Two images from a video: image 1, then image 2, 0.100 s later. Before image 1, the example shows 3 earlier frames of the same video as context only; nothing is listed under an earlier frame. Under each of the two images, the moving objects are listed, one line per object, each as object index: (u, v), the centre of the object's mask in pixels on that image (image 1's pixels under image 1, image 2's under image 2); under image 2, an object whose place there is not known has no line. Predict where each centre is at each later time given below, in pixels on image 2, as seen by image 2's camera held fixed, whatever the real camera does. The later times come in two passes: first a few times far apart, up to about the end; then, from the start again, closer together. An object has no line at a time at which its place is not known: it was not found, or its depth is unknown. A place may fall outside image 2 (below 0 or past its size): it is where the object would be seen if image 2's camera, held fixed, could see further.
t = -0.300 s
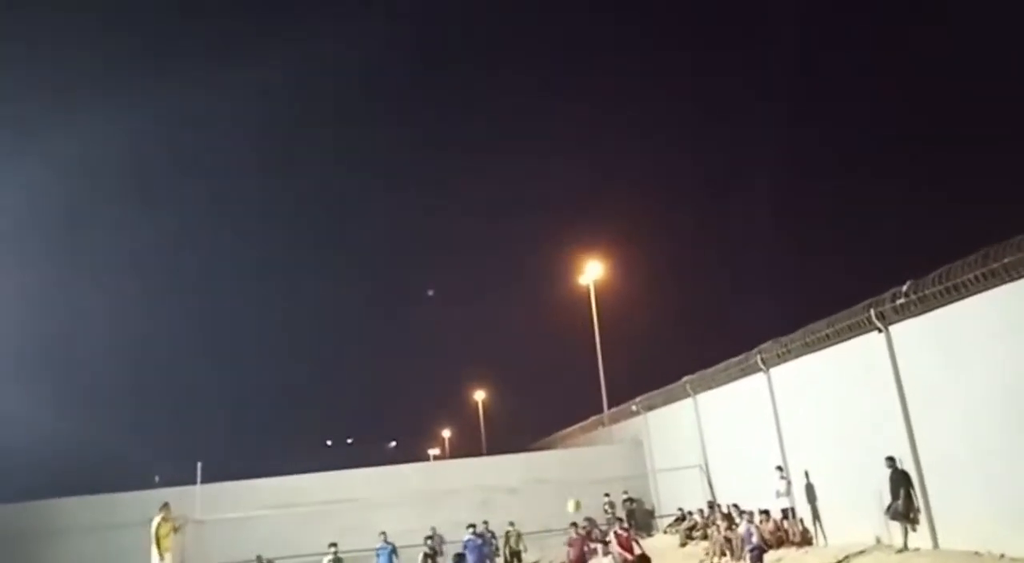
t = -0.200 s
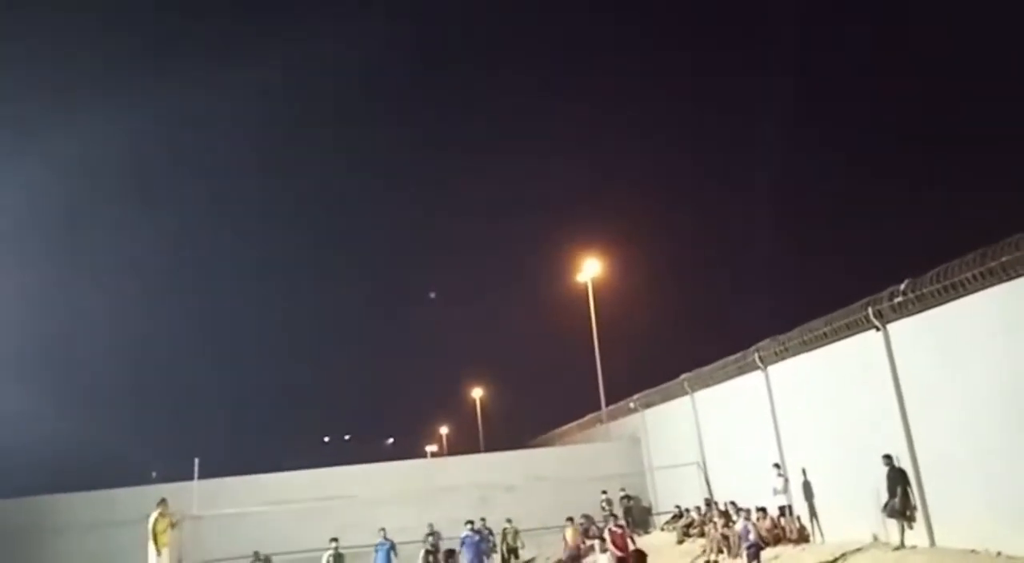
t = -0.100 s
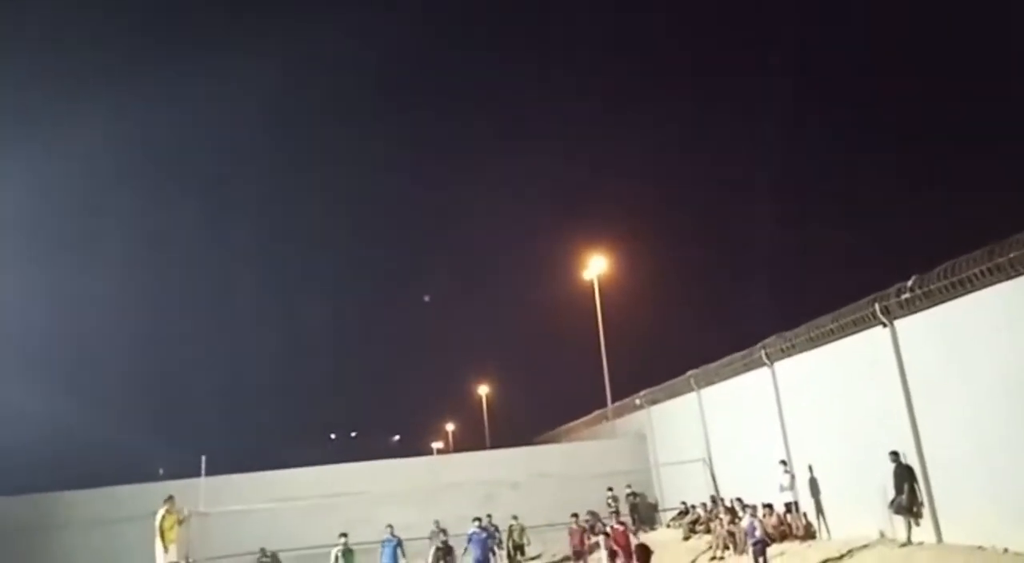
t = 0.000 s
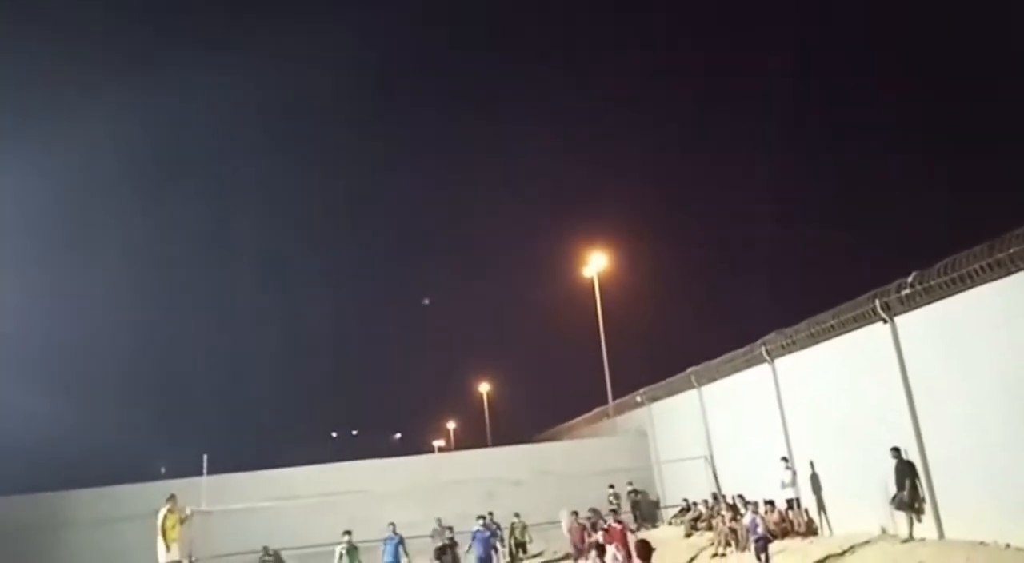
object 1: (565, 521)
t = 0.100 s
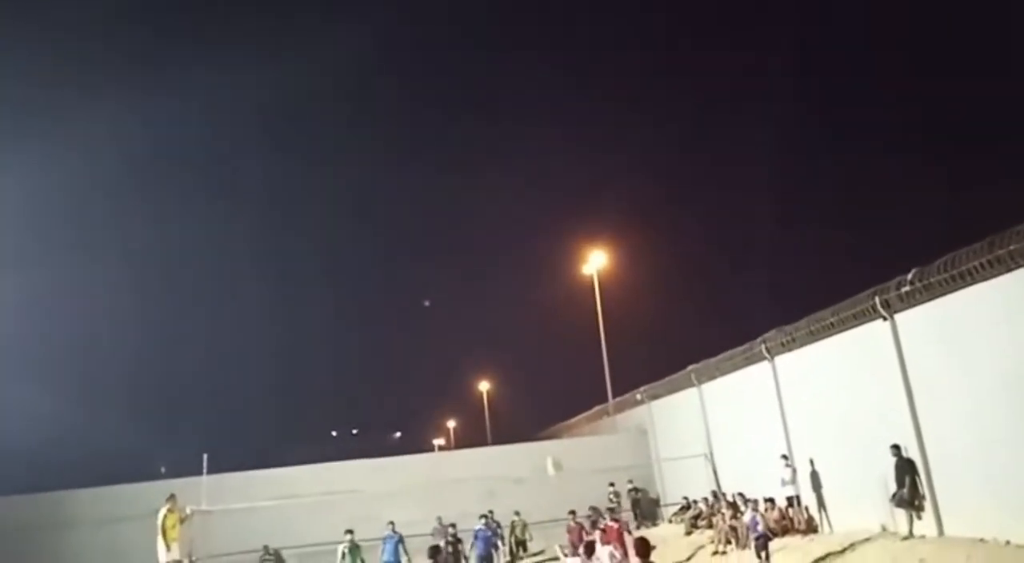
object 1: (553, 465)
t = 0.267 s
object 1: (537, 400)
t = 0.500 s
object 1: (520, 343)
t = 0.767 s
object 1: (505, 323)
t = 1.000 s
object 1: (500, 341)
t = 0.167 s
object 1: (547, 435)
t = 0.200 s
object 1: (543, 424)
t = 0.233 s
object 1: (540, 411)
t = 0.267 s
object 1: (537, 400)
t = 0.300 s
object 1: (534, 389)
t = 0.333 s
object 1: (531, 379)
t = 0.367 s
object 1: (529, 371)
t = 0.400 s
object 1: (526, 363)
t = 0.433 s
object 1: (524, 355)
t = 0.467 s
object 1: (522, 349)
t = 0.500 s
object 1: (520, 343)
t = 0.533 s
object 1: (518, 338)
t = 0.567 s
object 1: (516, 334)
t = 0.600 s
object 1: (514, 331)
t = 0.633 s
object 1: (511, 328)
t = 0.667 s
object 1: (510, 326)
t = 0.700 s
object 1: (508, 324)
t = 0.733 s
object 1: (506, 323)
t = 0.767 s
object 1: (505, 323)
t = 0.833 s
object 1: (503, 324)
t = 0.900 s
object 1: (501, 330)
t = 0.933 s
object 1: (500, 333)
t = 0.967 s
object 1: (500, 336)
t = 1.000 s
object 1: (500, 341)
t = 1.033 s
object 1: (500, 346)
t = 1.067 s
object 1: (501, 351)
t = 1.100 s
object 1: (500, 357)
